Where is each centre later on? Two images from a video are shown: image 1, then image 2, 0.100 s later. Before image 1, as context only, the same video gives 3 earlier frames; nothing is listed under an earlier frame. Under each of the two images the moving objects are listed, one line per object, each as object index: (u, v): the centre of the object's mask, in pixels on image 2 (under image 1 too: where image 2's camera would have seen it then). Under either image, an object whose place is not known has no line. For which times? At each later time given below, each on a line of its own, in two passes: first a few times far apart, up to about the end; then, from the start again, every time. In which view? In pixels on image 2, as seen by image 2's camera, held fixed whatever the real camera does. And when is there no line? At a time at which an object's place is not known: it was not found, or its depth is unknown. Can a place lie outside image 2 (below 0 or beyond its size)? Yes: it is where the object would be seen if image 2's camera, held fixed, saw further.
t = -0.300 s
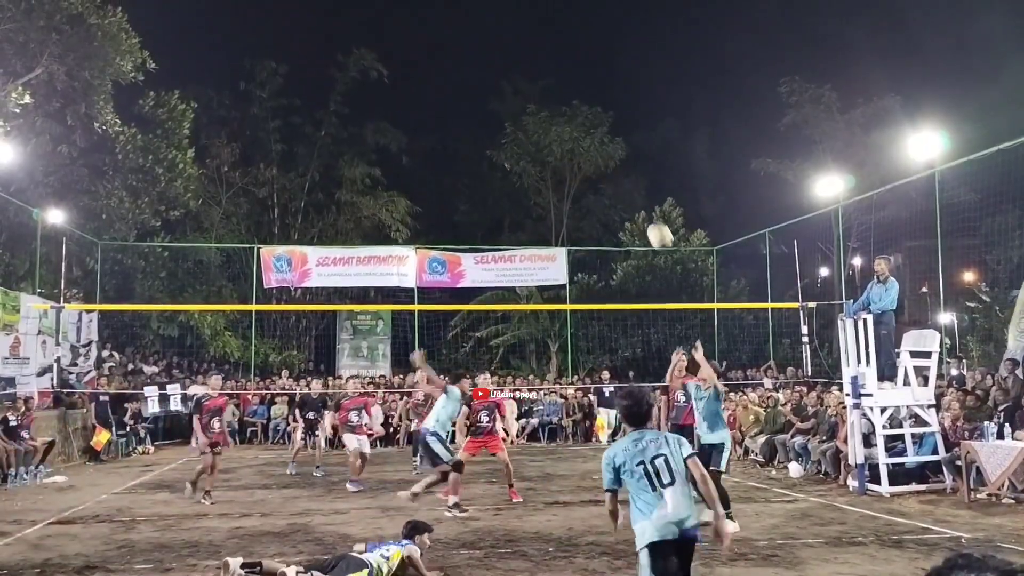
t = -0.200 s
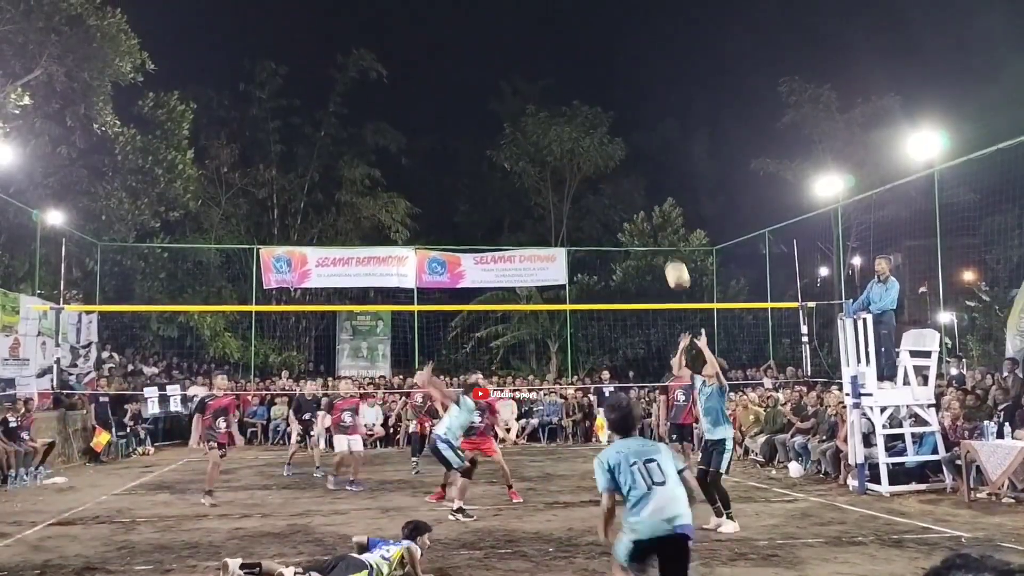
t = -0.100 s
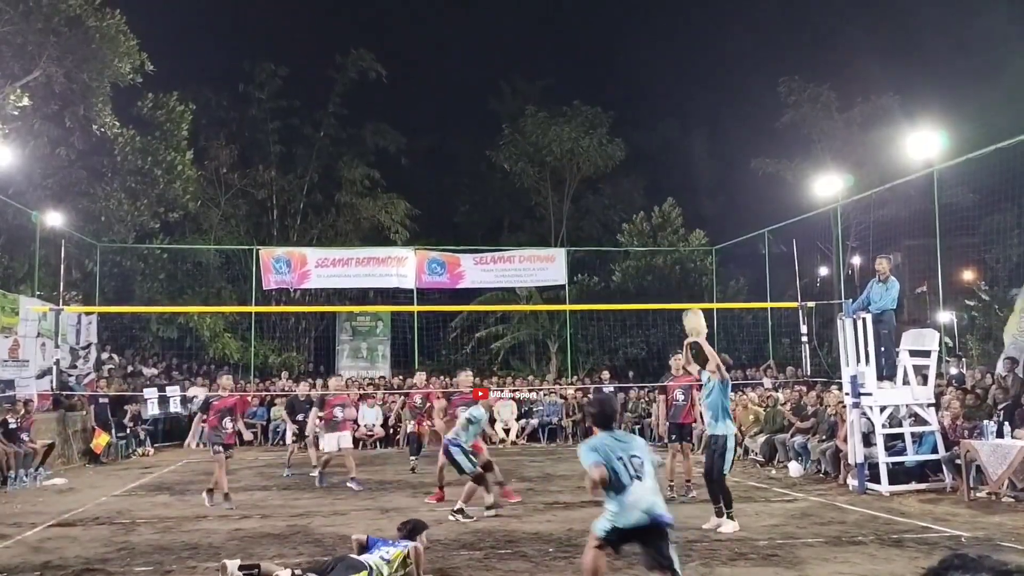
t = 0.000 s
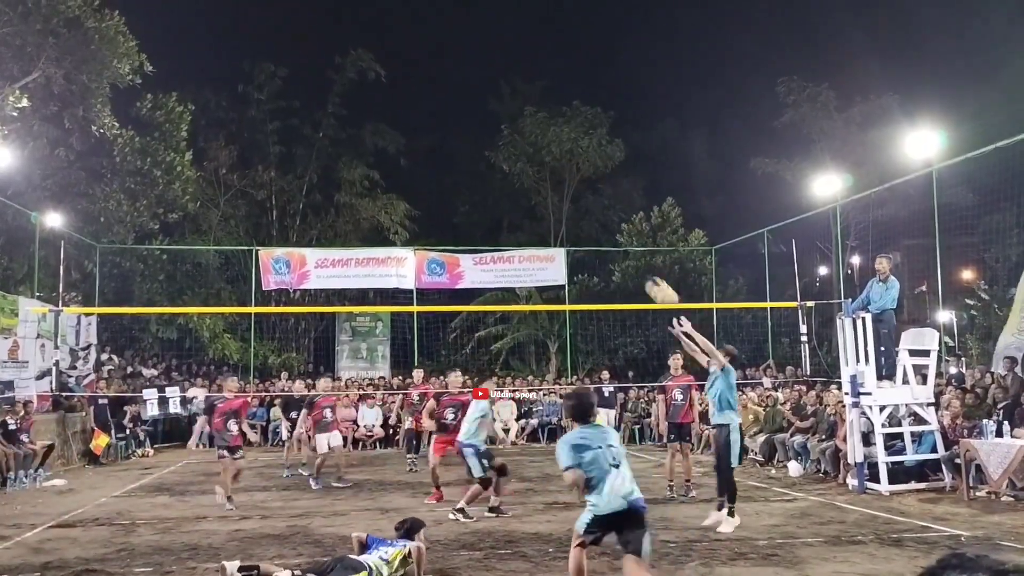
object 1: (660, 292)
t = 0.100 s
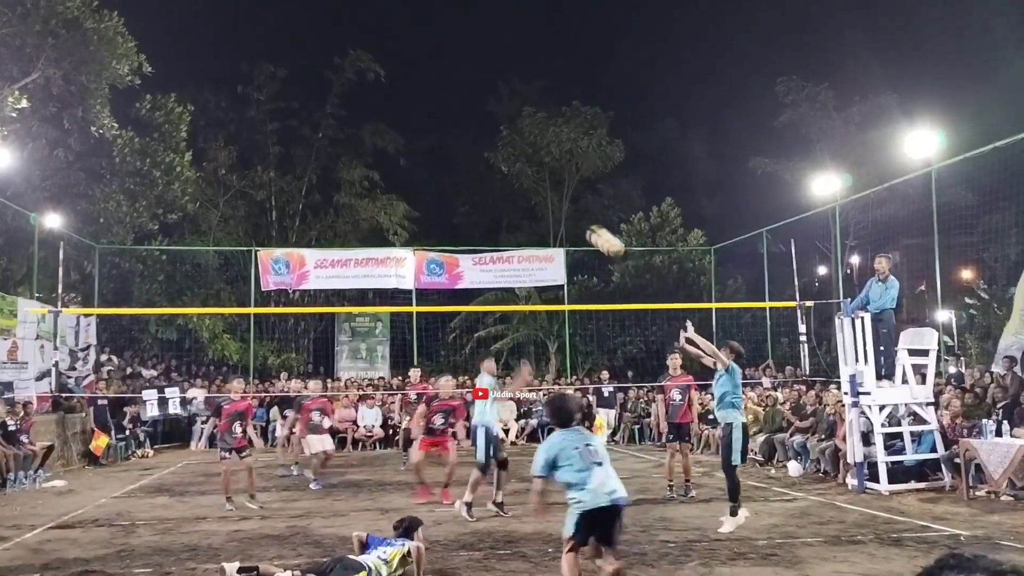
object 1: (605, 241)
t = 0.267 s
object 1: (513, 174)
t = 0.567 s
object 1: (351, 118)
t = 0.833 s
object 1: (211, 139)
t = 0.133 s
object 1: (586, 225)
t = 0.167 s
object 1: (569, 212)
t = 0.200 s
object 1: (550, 198)
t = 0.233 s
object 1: (530, 185)
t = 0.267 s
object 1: (513, 174)
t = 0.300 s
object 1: (495, 164)
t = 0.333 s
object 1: (476, 154)
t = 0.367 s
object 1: (458, 146)
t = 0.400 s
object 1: (442, 140)
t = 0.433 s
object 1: (422, 133)
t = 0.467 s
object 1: (404, 128)
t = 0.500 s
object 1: (388, 124)
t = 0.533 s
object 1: (369, 120)
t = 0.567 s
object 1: (351, 118)
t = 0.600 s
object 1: (335, 117)
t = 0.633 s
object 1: (317, 117)
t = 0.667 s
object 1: (298, 118)
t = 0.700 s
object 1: (282, 120)
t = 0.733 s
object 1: (264, 123)
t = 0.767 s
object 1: (245, 128)
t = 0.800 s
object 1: (229, 132)
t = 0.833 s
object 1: (211, 139)
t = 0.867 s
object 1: (192, 146)
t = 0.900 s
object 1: (176, 154)
